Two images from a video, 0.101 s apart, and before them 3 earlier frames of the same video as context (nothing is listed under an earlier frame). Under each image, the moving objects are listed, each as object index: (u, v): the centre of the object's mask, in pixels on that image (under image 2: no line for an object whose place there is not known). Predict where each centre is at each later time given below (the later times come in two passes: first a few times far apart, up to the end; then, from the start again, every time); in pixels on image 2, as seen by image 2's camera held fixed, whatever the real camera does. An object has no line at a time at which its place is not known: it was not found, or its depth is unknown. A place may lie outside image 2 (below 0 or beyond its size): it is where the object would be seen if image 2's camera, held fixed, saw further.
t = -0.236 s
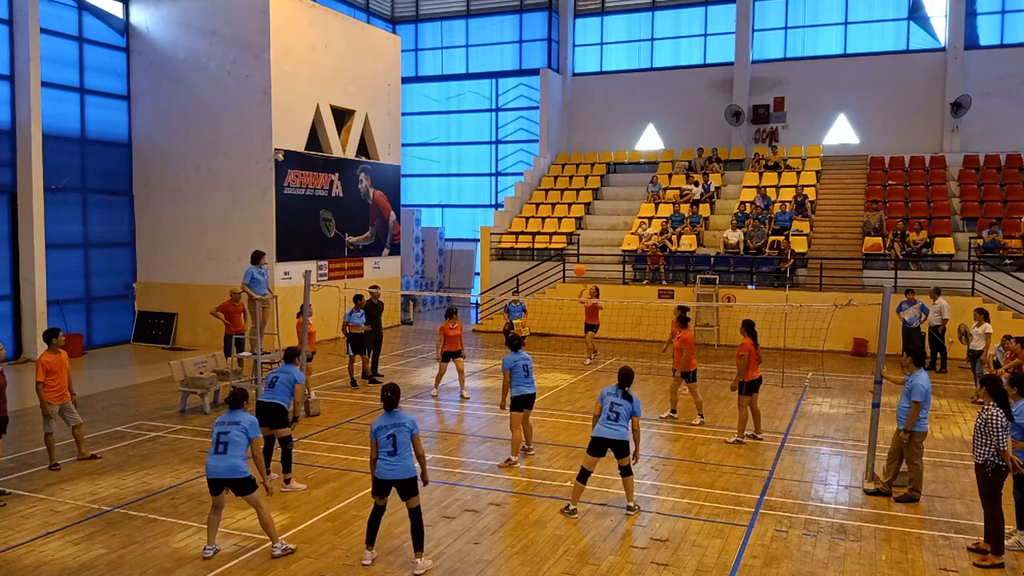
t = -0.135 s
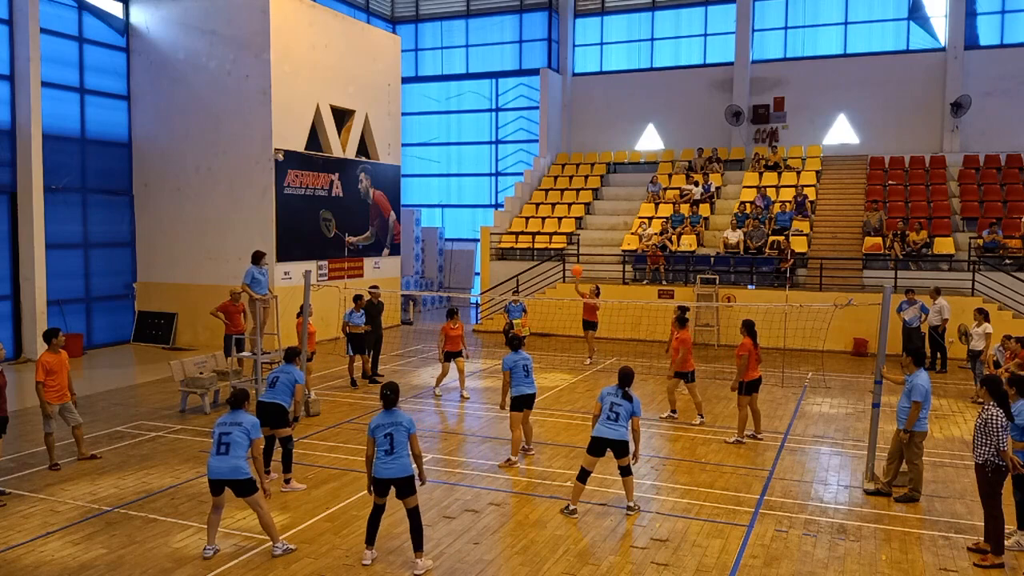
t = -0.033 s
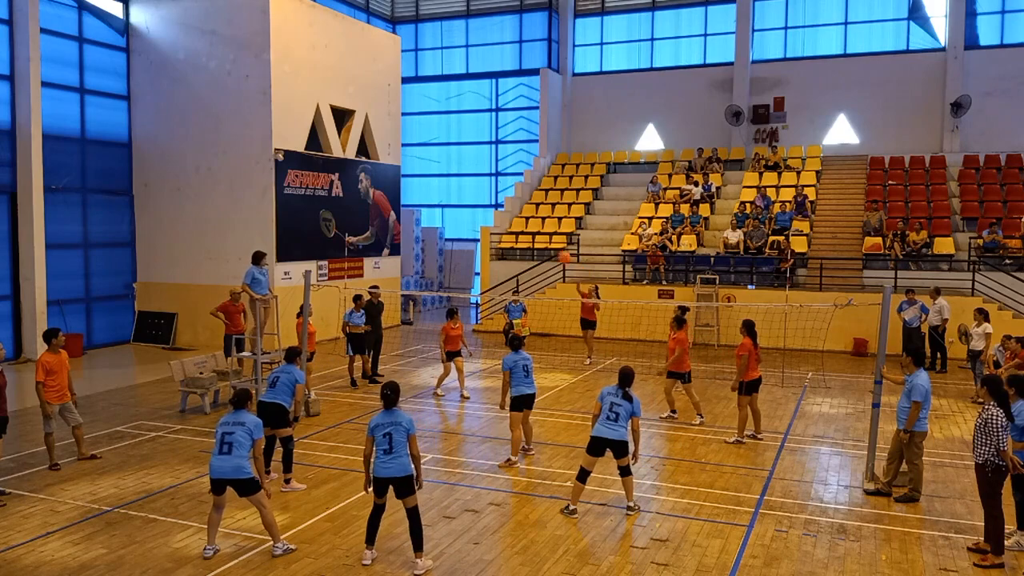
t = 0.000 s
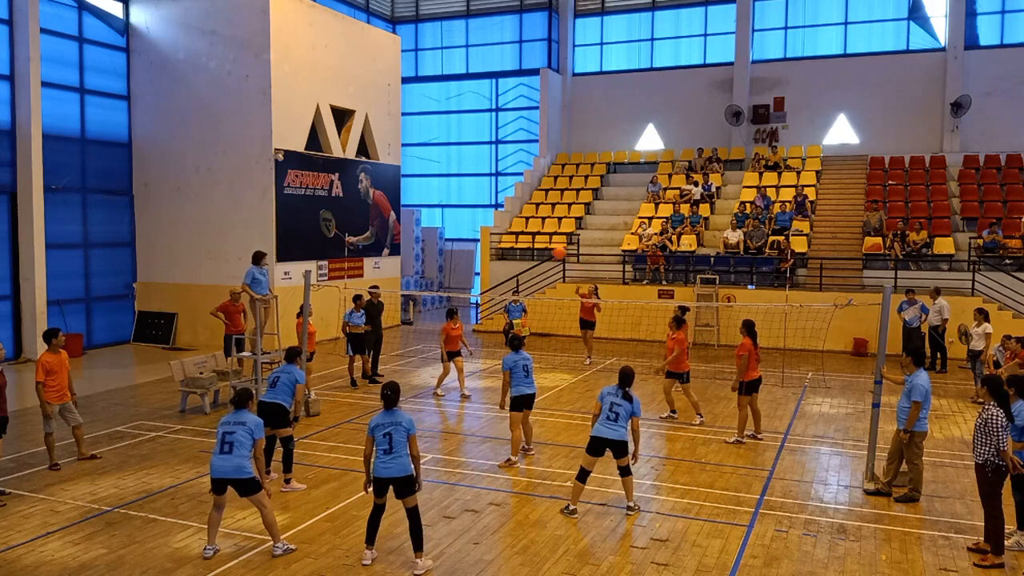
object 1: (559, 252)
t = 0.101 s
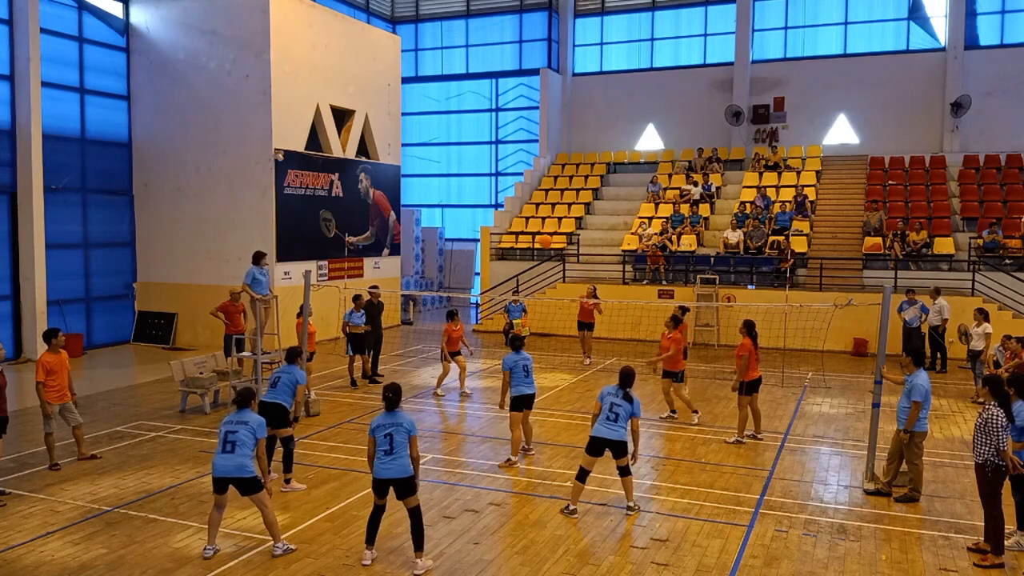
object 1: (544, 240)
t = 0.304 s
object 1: (511, 236)
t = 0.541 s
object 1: (458, 265)
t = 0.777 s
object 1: (393, 347)
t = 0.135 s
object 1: (540, 238)
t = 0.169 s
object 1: (535, 236)
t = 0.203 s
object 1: (529, 236)
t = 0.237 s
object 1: (523, 236)
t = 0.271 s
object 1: (517, 236)
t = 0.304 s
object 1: (511, 236)
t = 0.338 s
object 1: (504, 238)
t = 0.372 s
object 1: (497, 241)
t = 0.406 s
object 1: (491, 244)
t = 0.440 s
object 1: (482, 248)
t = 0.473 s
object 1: (474, 254)
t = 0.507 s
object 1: (464, 255)
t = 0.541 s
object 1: (458, 265)
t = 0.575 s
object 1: (451, 274)
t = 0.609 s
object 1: (441, 283)
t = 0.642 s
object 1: (432, 294)
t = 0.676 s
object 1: (423, 305)
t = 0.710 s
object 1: (413, 319)
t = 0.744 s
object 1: (403, 333)
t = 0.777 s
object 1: (393, 347)
